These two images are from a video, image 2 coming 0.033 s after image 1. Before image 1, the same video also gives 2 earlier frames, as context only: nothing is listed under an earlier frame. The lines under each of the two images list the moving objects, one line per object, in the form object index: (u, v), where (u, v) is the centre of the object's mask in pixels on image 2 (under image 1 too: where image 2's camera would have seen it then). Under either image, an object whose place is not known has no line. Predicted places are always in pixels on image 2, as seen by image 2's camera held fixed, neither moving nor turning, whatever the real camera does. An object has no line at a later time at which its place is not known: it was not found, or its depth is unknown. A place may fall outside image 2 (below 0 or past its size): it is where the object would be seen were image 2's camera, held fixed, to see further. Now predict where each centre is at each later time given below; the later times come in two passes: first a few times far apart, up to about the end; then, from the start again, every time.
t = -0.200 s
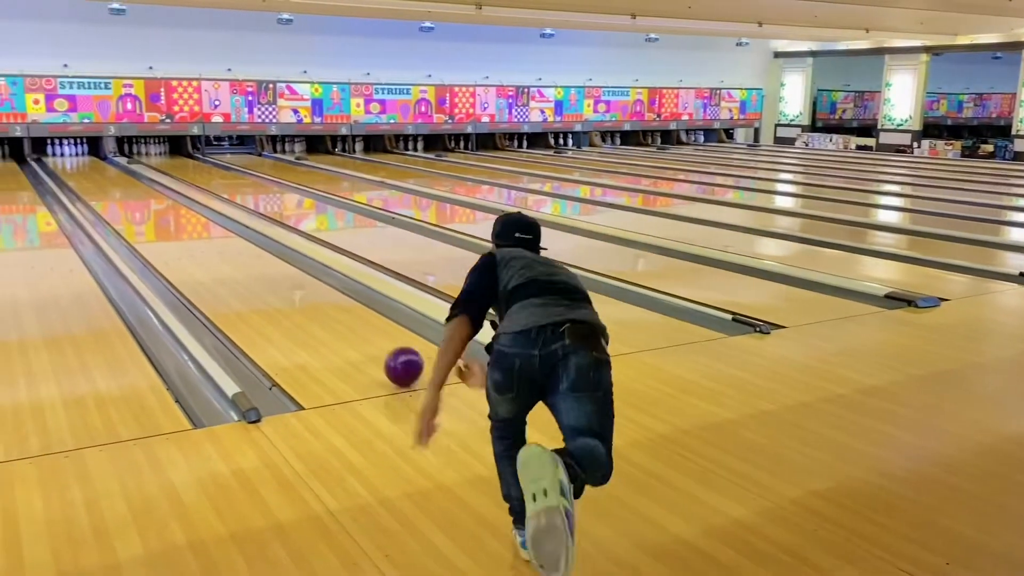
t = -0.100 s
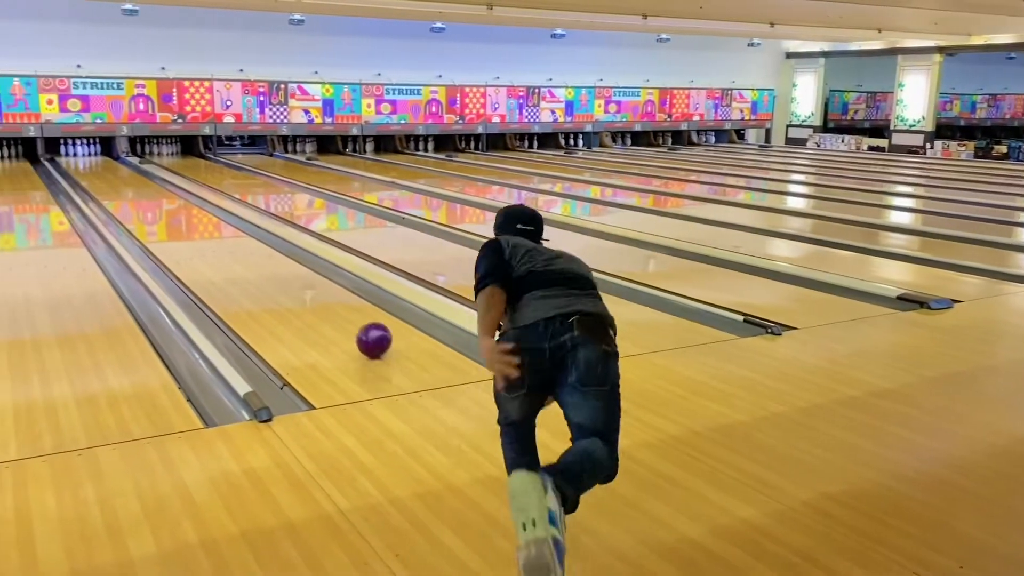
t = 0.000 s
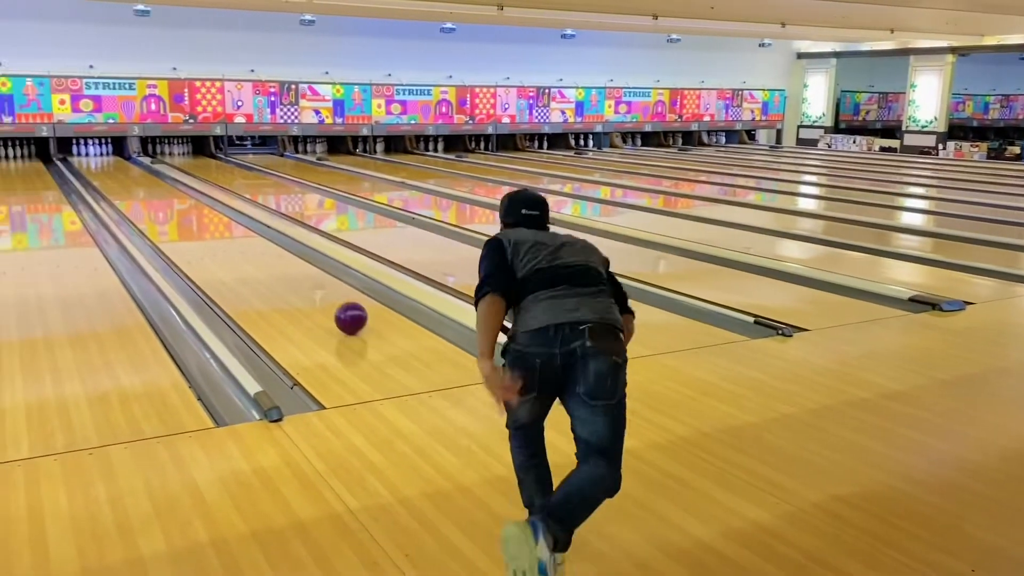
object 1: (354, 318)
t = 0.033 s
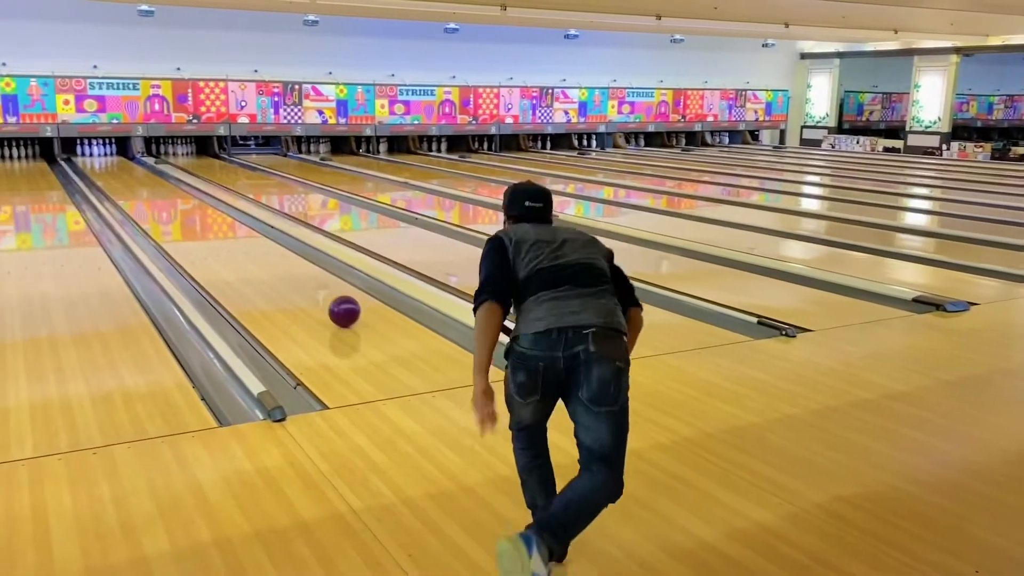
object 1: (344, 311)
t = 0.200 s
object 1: (303, 283)
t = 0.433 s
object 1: (260, 254)
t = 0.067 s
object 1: (335, 305)
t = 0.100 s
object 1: (326, 299)
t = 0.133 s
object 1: (318, 293)
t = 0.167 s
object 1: (310, 288)
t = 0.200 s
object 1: (303, 283)
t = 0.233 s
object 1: (296, 278)
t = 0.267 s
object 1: (289, 274)
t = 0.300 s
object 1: (283, 270)
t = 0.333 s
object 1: (277, 265)
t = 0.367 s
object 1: (271, 262)
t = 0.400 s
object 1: (266, 258)
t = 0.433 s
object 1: (260, 254)
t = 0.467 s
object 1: (255, 251)
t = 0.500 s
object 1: (251, 248)
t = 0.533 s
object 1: (246, 245)
